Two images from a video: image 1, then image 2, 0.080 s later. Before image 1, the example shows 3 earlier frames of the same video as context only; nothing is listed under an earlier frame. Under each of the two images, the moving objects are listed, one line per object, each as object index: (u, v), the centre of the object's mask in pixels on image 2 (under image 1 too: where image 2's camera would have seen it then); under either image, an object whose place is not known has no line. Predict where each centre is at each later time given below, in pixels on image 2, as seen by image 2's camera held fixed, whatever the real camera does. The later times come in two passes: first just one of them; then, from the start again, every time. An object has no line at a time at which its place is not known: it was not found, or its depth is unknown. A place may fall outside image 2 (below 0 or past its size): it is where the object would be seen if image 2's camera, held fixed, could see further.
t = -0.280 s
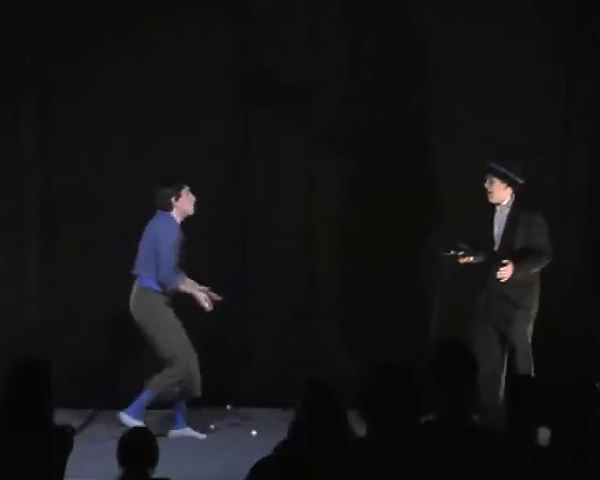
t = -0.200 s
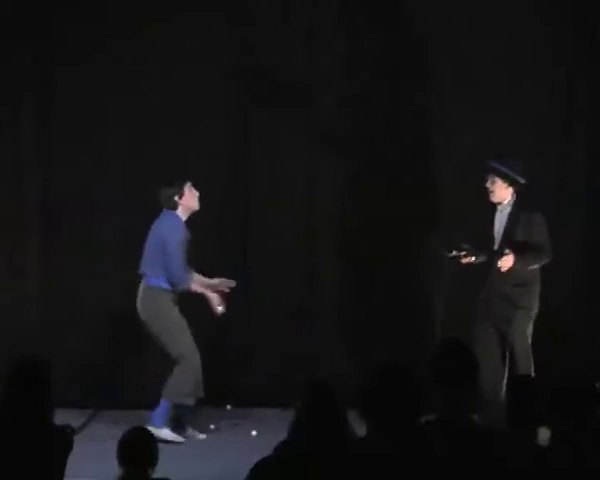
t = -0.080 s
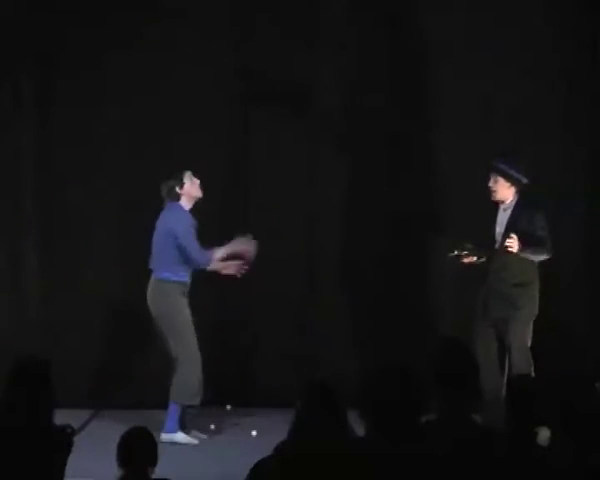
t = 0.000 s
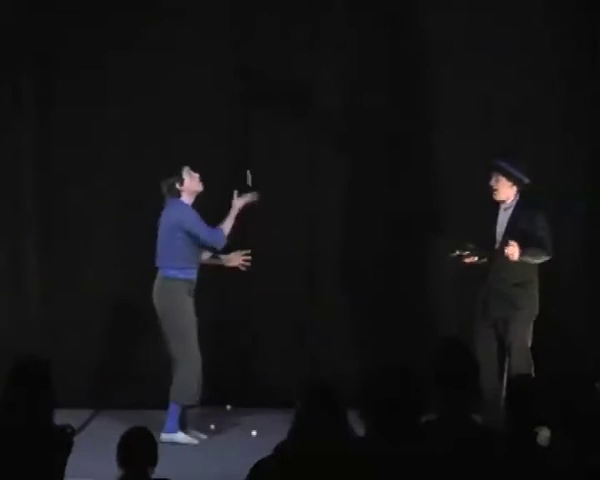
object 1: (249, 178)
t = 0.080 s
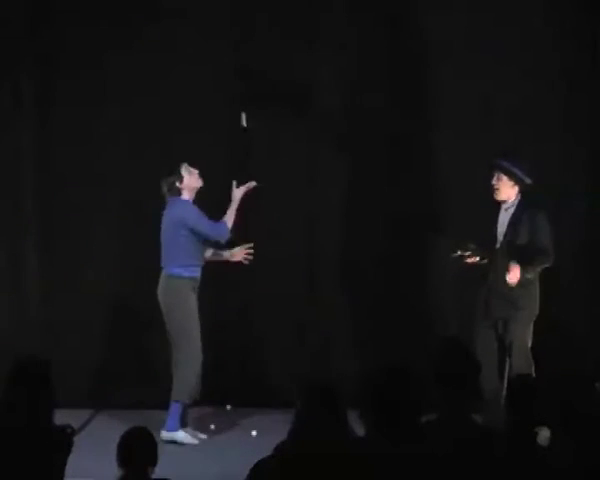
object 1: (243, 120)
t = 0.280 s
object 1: (231, 18)
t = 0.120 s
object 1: (240, 94)
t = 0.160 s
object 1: (238, 71)
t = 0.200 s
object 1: (235, 51)
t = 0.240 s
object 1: (233, 33)
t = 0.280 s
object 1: (231, 18)
